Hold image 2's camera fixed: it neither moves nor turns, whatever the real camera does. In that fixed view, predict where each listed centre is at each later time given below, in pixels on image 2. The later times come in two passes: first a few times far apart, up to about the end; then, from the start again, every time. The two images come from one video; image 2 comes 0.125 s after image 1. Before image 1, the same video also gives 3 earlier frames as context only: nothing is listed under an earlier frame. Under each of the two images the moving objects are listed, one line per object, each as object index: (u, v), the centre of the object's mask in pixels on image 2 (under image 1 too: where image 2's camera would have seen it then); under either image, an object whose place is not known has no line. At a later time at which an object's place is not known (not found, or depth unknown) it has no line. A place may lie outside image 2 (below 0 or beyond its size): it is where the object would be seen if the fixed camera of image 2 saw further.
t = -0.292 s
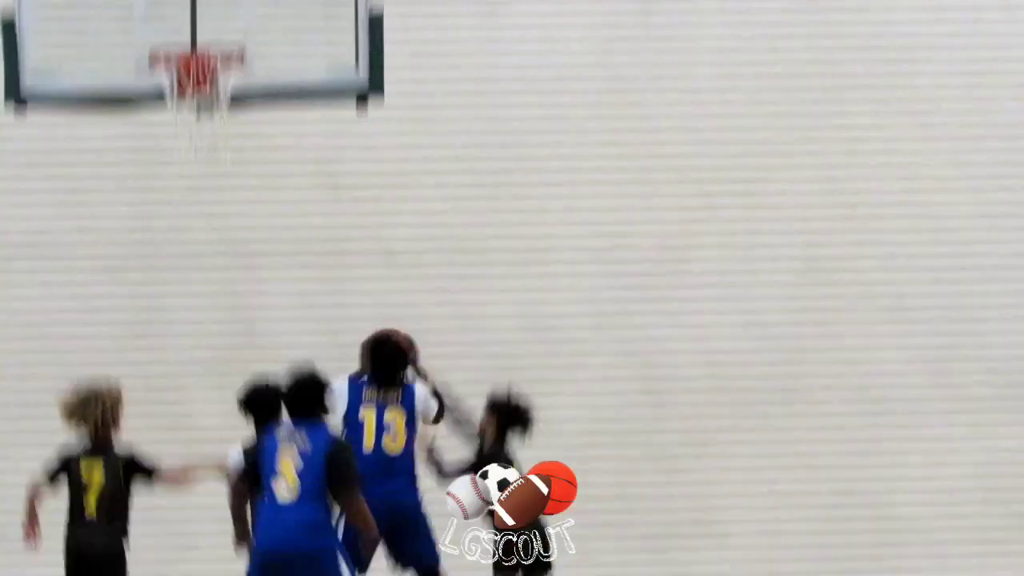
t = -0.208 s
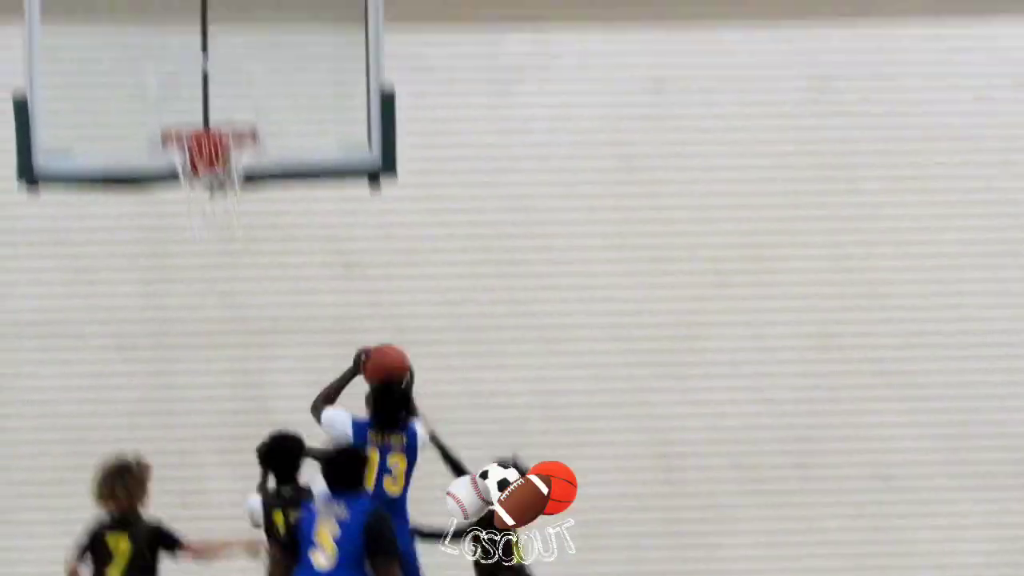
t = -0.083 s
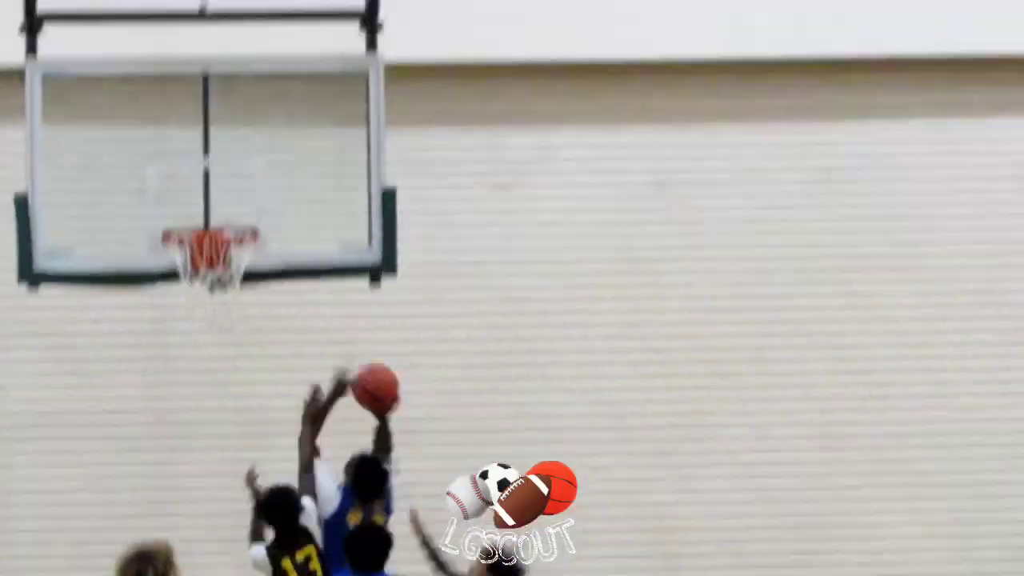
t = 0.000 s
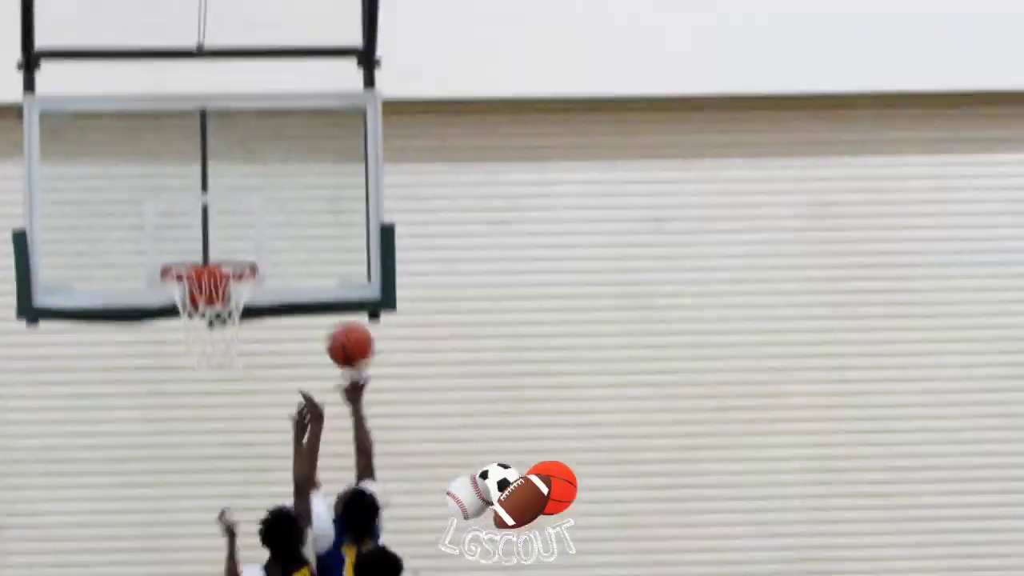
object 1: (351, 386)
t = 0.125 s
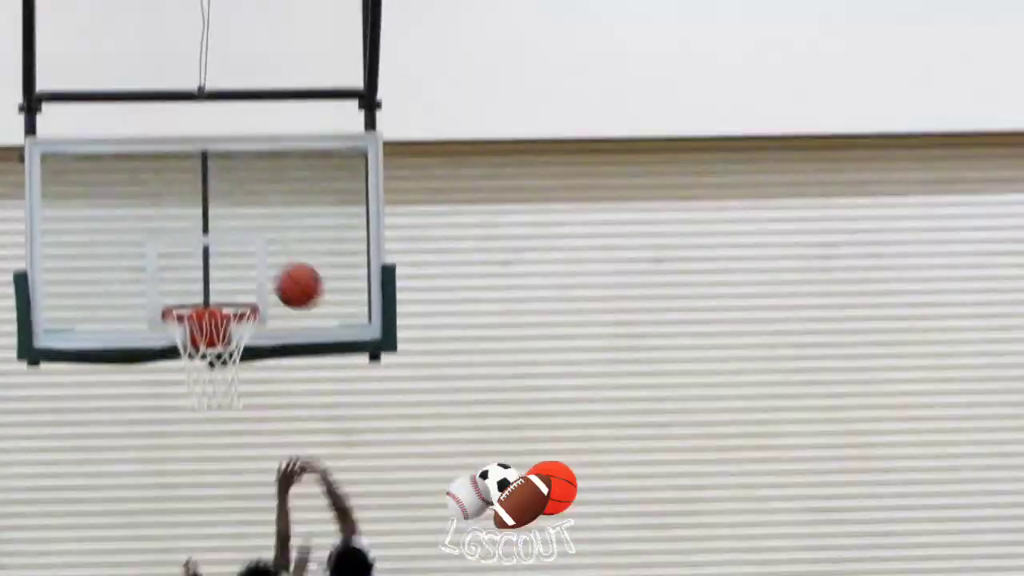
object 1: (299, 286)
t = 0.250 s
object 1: (263, 237)
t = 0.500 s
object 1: (218, 265)
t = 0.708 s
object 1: (190, 375)
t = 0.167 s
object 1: (281, 259)
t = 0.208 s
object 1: (271, 244)
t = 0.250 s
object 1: (263, 237)
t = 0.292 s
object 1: (255, 233)
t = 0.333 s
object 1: (247, 233)
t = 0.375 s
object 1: (240, 235)
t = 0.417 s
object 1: (232, 242)
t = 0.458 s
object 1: (225, 252)
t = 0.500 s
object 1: (218, 265)
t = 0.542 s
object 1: (210, 282)
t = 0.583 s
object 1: (203, 296)
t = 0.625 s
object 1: (200, 330)
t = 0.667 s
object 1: (192, 356)
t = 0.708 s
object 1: (190, 375)
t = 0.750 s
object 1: (191, 394)
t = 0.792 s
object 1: (191, 416)
